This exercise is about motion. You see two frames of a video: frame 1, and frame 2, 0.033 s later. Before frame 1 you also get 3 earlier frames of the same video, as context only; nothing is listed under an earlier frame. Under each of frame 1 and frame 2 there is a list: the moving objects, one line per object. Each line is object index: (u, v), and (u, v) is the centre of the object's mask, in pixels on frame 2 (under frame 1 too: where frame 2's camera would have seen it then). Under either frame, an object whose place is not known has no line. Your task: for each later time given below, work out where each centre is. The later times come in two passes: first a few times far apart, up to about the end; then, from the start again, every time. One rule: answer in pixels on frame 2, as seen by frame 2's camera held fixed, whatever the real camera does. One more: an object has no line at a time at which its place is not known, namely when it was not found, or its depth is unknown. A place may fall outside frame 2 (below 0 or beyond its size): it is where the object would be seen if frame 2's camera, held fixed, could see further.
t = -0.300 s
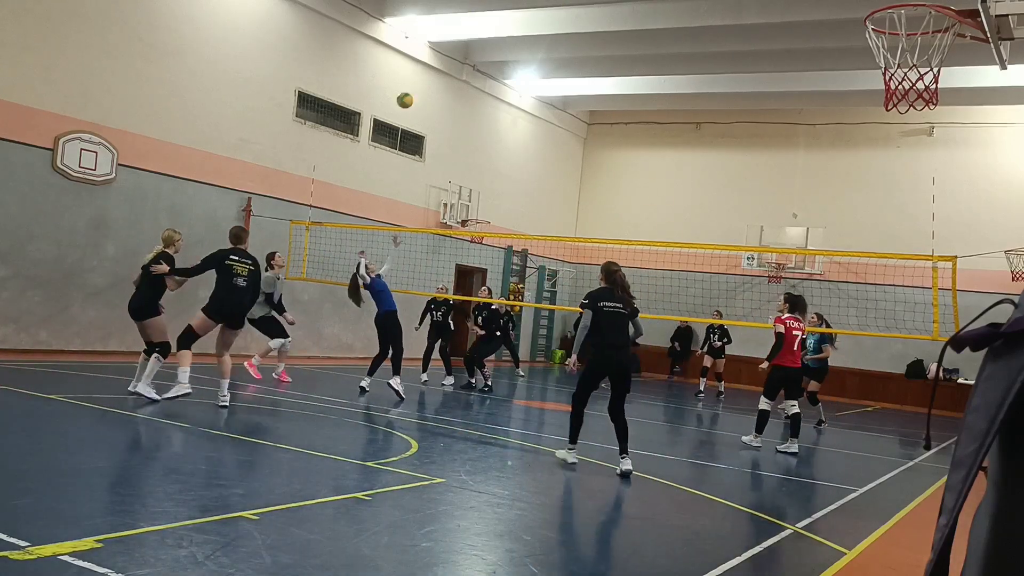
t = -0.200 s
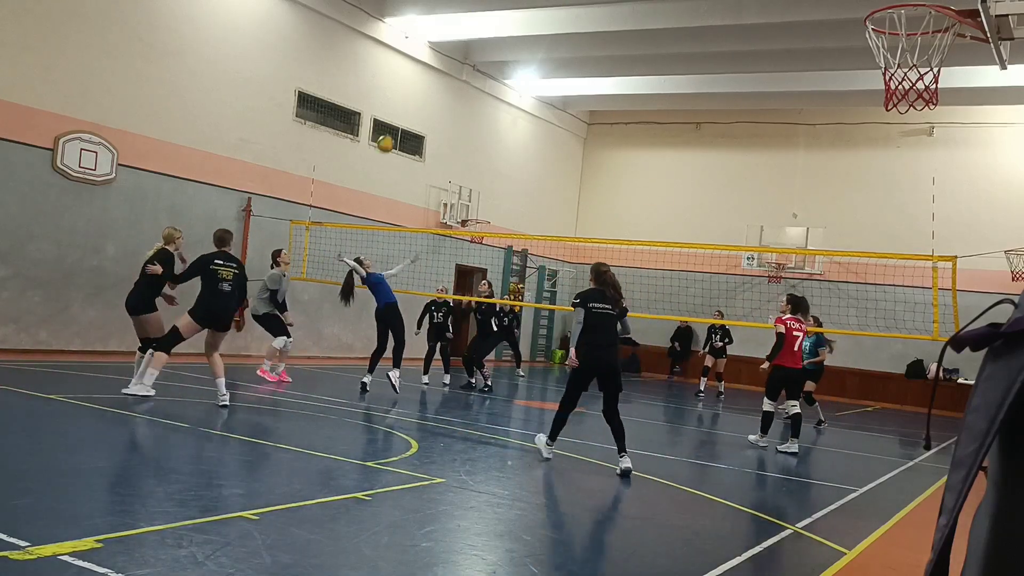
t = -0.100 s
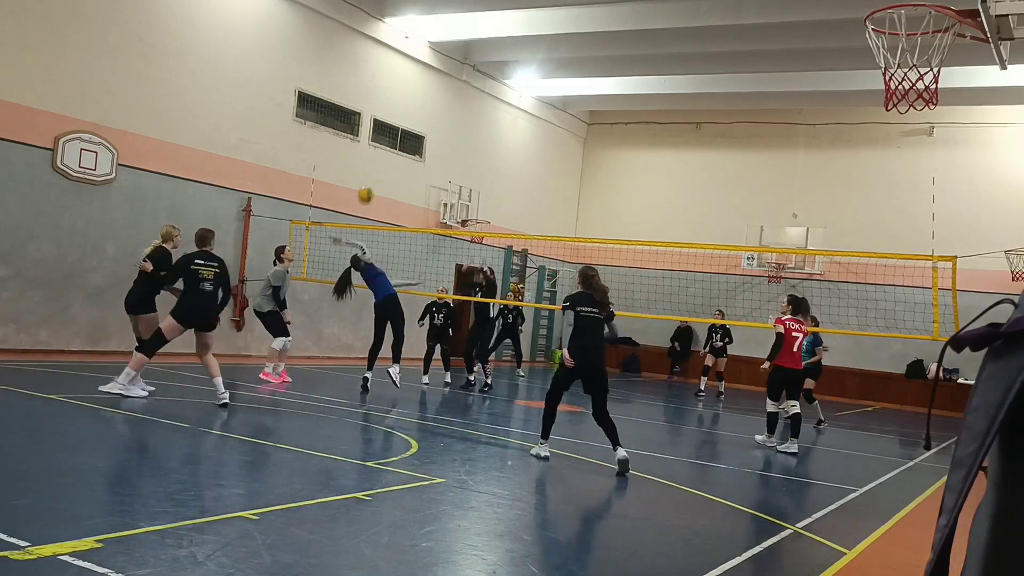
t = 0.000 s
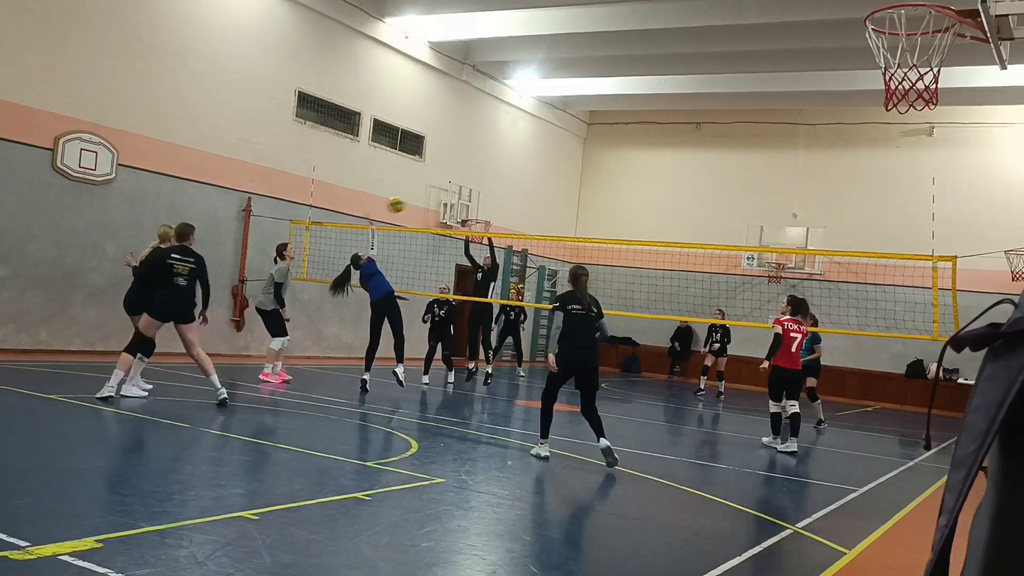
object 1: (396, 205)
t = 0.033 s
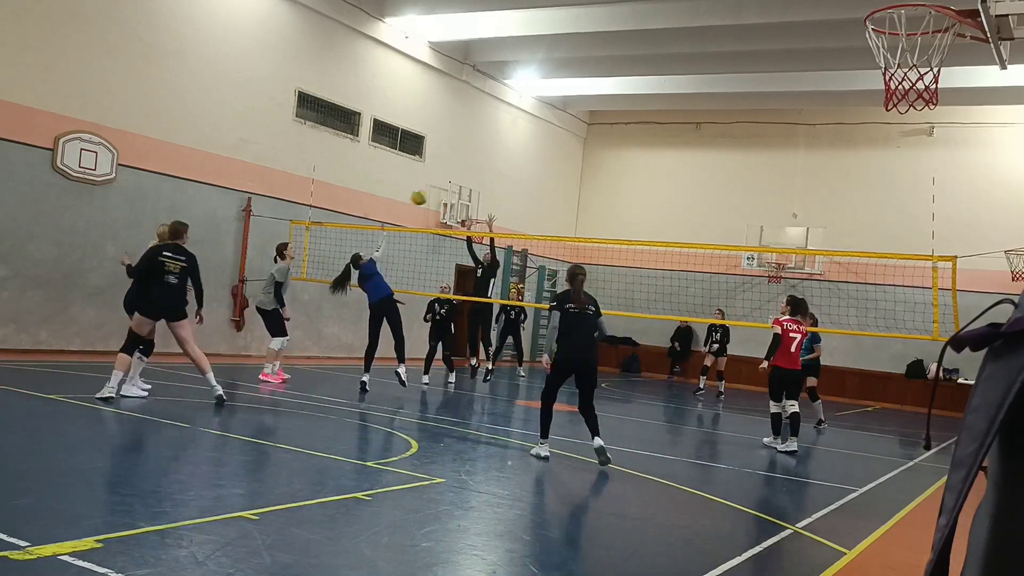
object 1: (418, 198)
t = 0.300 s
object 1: (563, 177)
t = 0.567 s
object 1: (676, 205)
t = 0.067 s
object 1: (438, 192)
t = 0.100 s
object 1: (458, 187)
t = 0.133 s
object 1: (479, 183)
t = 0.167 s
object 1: (496, 180)
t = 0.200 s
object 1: (514, 179)
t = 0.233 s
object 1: (533, 177)
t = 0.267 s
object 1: (548, 177)
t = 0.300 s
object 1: (563, 177)
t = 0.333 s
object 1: (580, 179)
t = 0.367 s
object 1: (595, 180)
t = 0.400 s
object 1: (609, 183)
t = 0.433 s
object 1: (623, 186)
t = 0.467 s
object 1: (637, 190)
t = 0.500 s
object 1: (649, 194)
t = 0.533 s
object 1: (663, 200)
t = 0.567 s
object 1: (676, 205)
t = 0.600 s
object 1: (686, 211)
